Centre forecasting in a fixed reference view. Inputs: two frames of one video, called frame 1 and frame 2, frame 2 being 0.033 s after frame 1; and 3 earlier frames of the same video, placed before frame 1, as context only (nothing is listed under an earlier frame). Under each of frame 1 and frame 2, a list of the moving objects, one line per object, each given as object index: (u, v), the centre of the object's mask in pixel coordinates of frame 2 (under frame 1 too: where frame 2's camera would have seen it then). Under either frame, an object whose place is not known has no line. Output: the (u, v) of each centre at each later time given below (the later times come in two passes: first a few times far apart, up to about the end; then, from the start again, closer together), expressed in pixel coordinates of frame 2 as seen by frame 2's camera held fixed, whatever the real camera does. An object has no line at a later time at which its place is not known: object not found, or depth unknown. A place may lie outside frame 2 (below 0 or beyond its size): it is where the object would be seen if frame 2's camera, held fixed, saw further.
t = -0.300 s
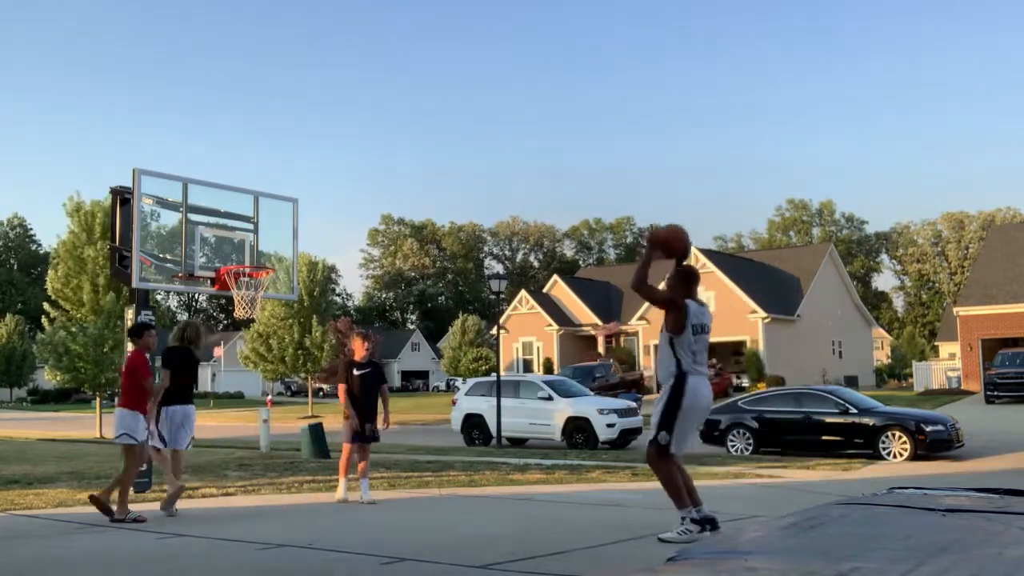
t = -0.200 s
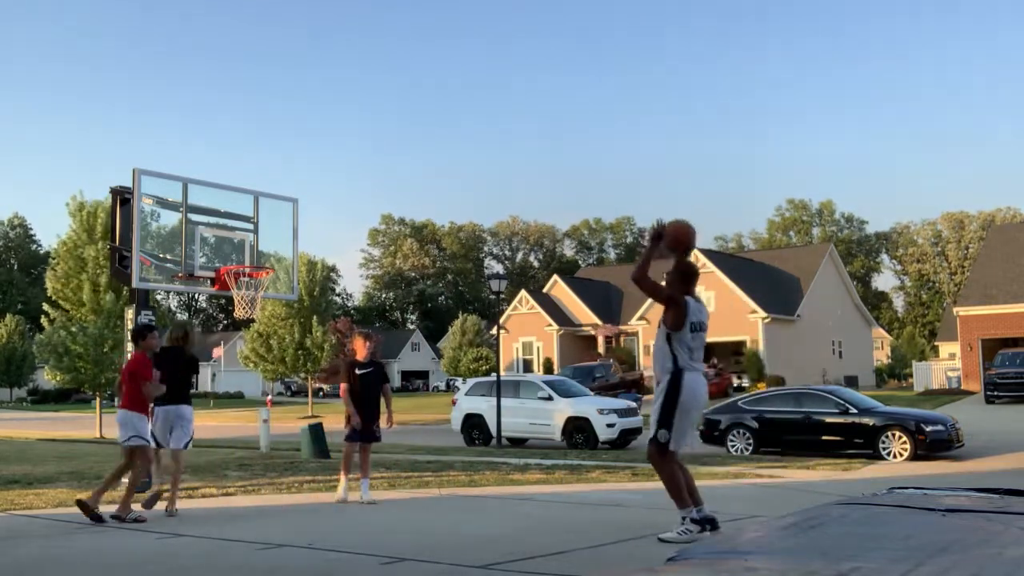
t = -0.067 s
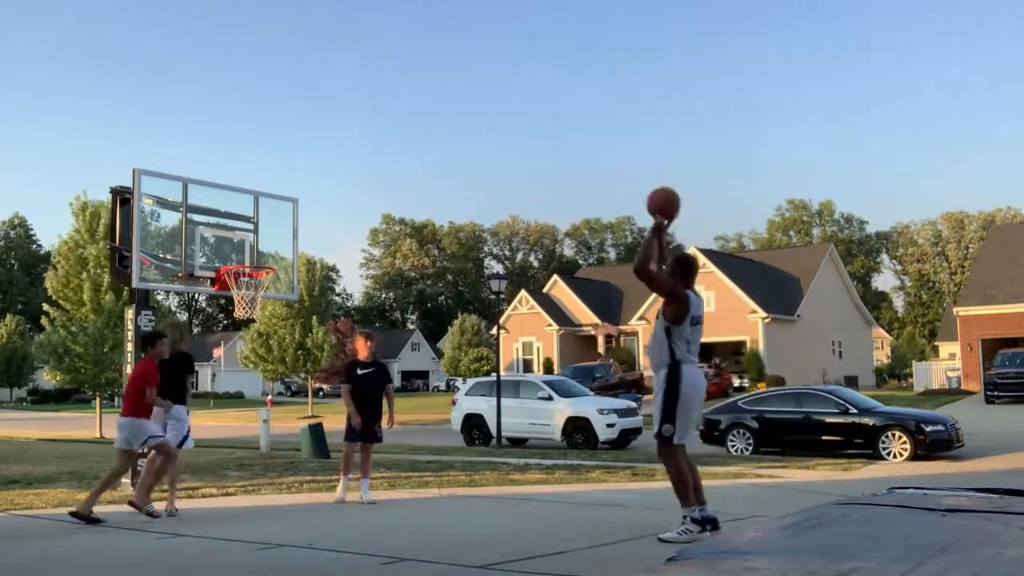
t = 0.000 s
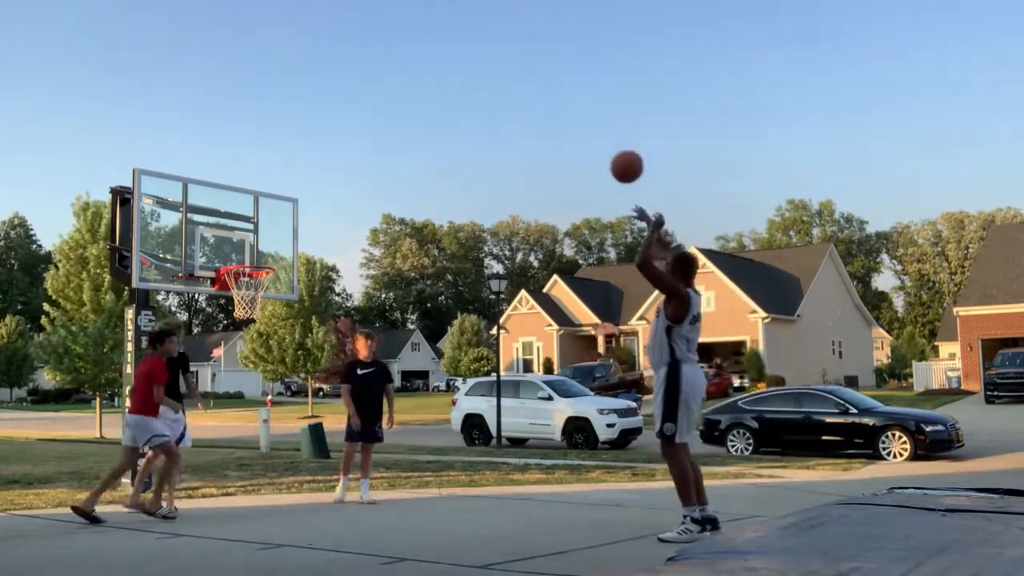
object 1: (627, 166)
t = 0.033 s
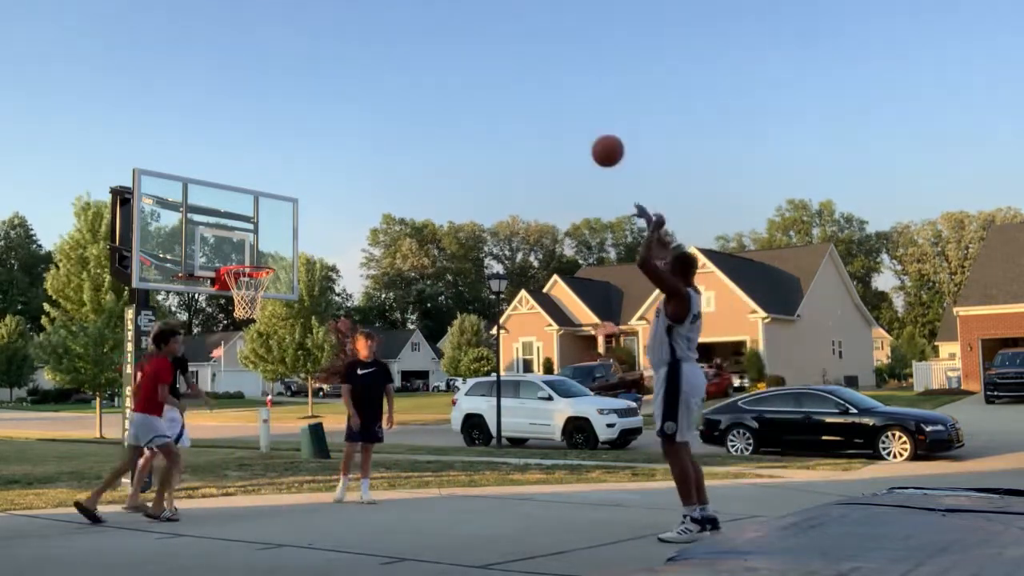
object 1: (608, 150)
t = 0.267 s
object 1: (486, 88)
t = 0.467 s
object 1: (397, 91)
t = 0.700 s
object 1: (304, 149)
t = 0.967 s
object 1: (205, 263)
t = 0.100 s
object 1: (571, 124)
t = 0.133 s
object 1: (553, 114)
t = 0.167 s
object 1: (535, 105)
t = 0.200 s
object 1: (518, 98)
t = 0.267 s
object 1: (486, 88)
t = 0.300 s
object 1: (470, 85)
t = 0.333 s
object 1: (455, 84)
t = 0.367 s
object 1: (440, 84)
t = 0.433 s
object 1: (411, 87)
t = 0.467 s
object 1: (397, 91)
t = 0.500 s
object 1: (383, 96)
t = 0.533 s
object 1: (369, 102)
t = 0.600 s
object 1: (342, 117)
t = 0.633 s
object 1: (329, 127)
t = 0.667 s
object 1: (316, 137)
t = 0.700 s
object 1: (304, 149)
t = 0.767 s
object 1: (279, 175)
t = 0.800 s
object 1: (267, 190)
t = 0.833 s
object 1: (255, 205)
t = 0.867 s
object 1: (243, 222)
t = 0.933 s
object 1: (219, 257)
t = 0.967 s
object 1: (205, 263)
